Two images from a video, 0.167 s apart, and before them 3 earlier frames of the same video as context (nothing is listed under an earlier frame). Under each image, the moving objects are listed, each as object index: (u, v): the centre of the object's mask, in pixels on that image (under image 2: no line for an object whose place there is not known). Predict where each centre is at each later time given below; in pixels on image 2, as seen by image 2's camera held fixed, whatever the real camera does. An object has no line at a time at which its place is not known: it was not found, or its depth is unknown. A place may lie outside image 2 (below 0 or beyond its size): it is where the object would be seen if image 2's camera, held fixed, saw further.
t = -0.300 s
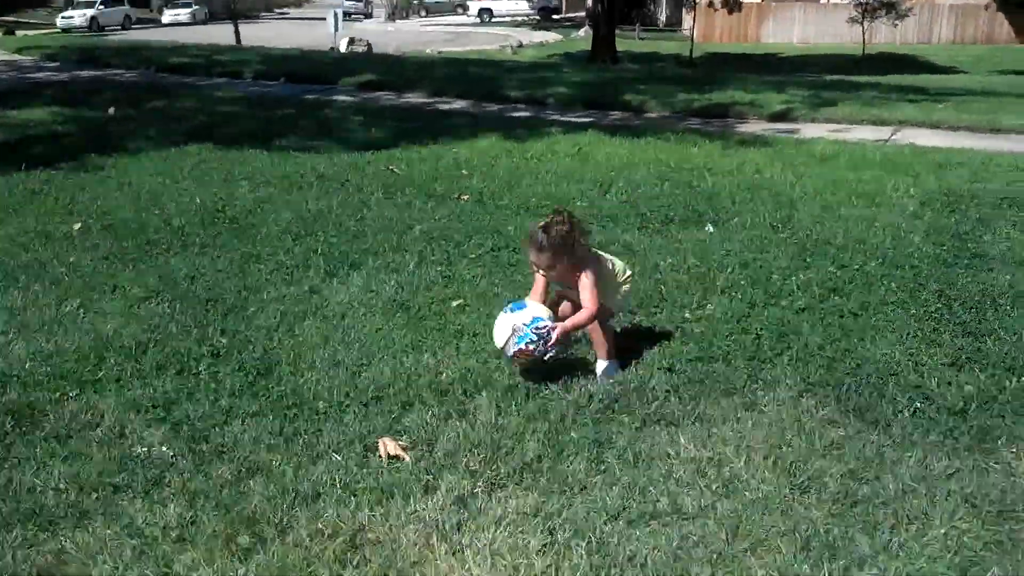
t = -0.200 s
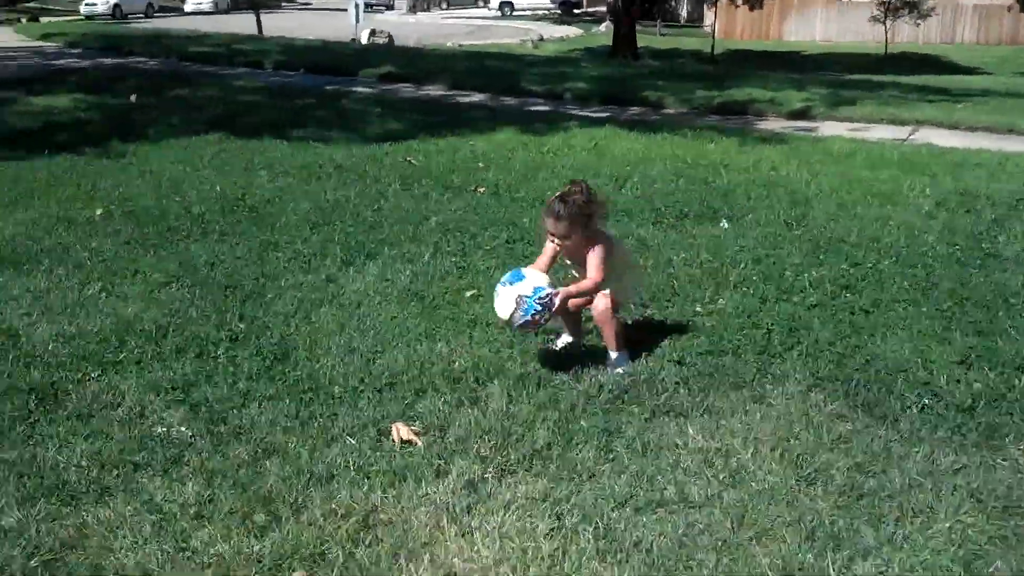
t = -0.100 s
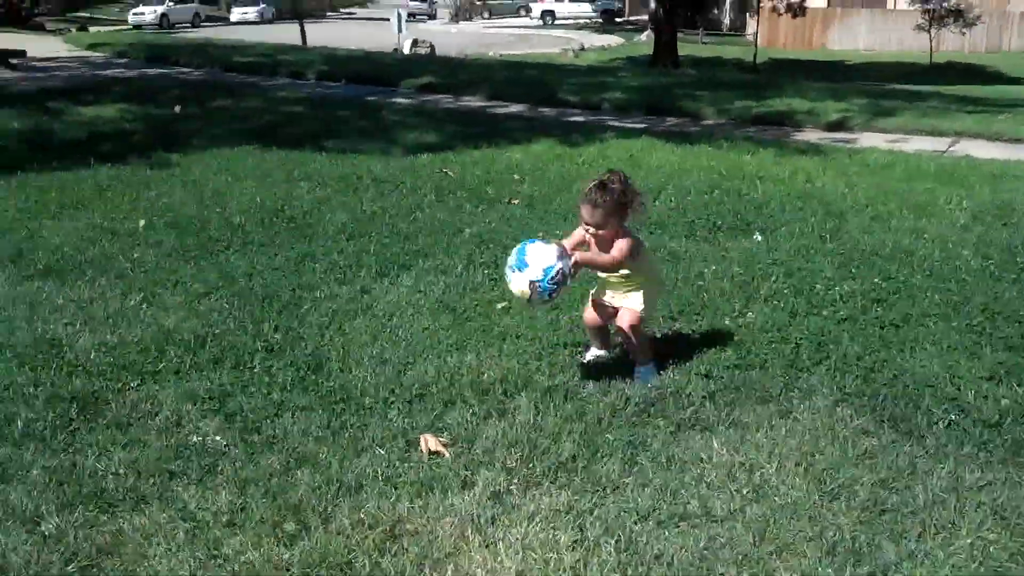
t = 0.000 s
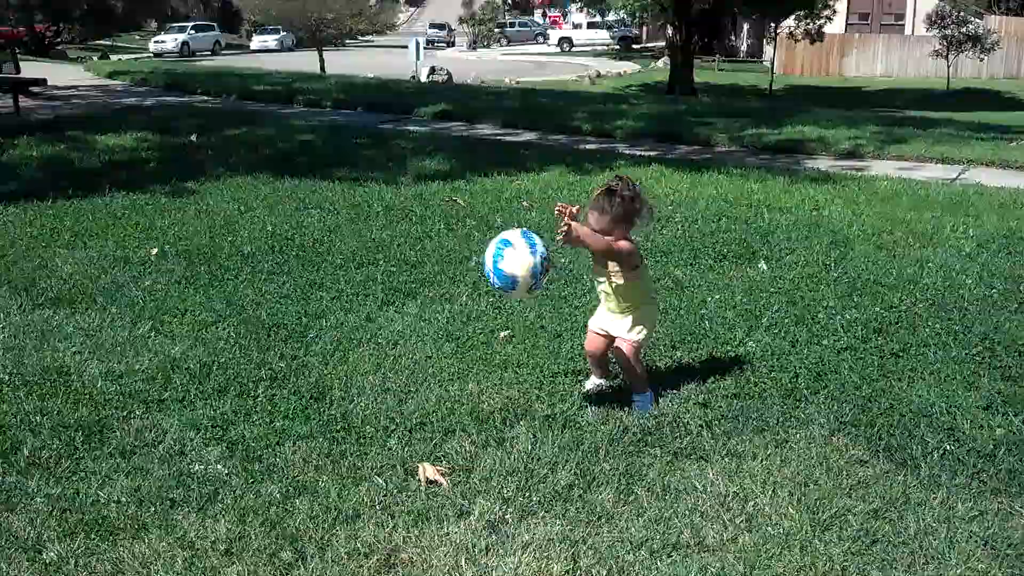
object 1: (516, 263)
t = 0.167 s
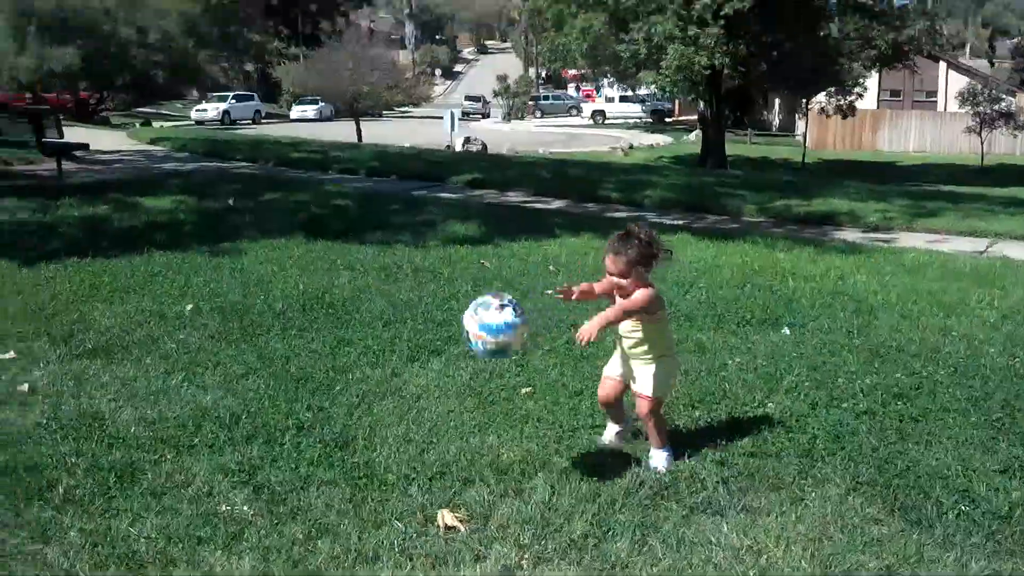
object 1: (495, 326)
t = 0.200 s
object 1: (487, 338)
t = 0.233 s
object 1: (480, 351)
